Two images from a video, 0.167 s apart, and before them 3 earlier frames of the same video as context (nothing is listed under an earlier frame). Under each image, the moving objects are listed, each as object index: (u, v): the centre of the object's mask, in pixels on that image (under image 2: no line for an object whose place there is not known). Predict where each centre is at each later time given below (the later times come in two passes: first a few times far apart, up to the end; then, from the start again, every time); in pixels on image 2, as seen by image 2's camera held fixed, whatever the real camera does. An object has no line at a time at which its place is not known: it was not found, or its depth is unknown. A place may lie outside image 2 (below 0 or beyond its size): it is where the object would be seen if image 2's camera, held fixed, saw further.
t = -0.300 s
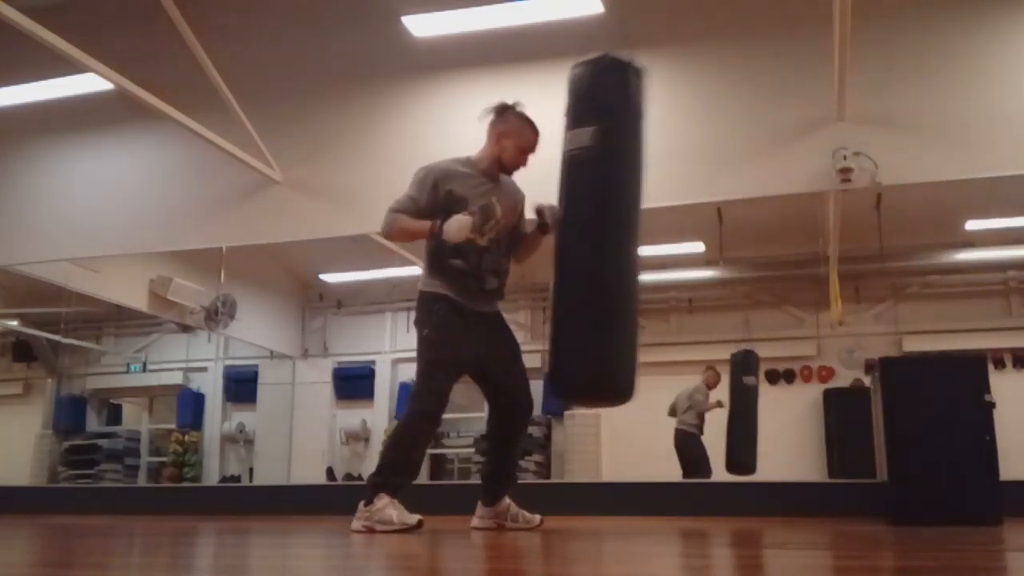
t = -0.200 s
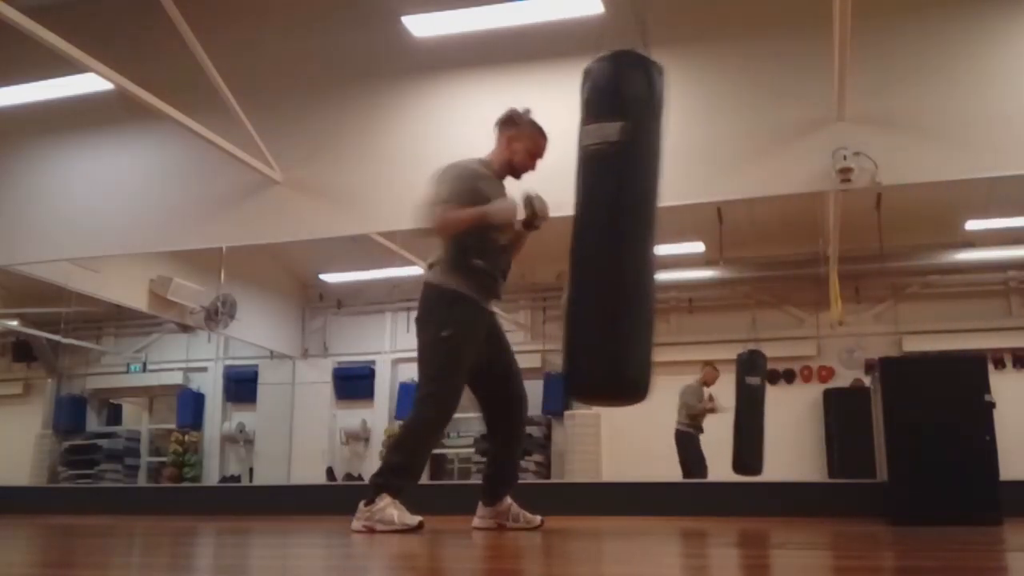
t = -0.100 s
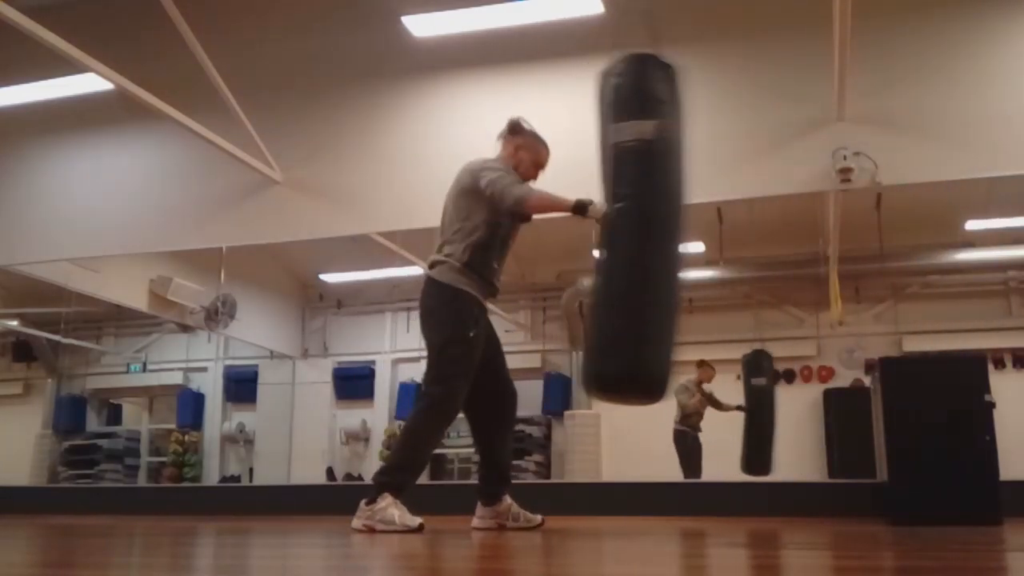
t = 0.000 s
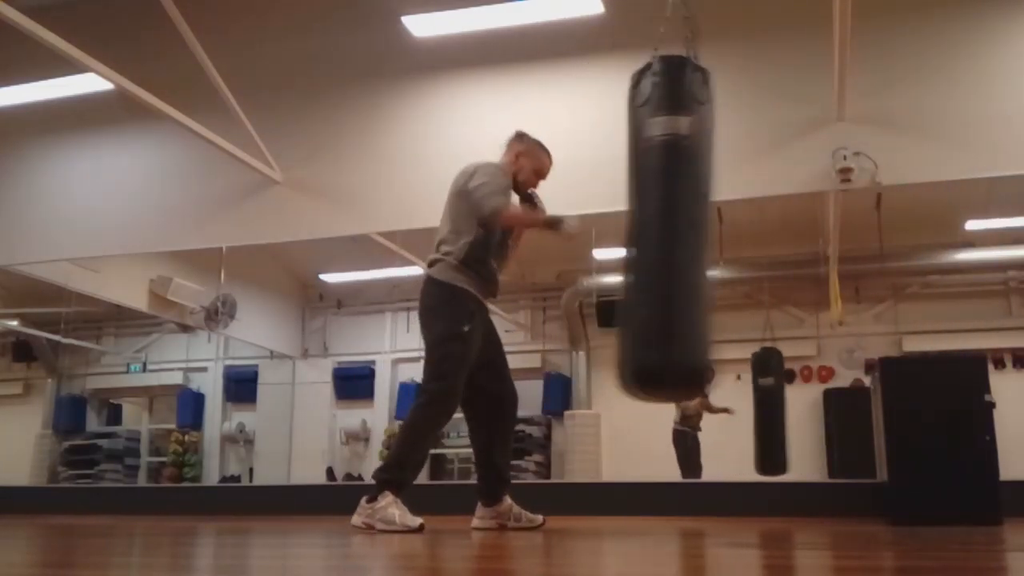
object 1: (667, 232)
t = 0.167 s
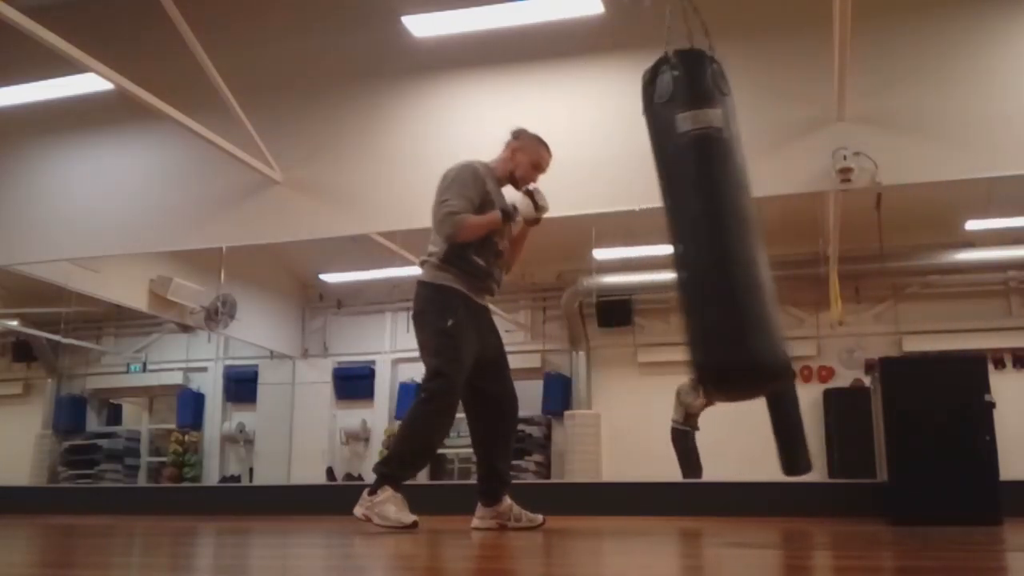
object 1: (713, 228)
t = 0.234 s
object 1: (730, 224)
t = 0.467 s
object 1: (796, 205)
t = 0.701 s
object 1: (837, 204)
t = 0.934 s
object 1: (844, 195)
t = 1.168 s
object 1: (835, 200)
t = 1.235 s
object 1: (826, 207)
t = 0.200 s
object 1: (721, 225)
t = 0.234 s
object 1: (730, 224)
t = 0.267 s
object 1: (740, 219)
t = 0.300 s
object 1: (749, 214)
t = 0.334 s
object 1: (757, 211)
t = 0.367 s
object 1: (766, 209)
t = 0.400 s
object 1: (777, 207)
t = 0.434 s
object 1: (786, 205)
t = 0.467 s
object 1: (796, 205)
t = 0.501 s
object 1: (804, 205)
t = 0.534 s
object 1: (812, 207)
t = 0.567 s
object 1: (819, 207)
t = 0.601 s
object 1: (825, 206)
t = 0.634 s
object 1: (829, 205)
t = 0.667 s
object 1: (833, 204)
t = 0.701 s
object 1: (837, 204)
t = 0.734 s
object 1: (840, 204)
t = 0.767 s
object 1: (843, 203)
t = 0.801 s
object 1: (844, 202)
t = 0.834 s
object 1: (845, 201)
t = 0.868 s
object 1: (845, 198)
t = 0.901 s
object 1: (845, 196)
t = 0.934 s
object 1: (844, 195)
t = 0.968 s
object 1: (844, 192)
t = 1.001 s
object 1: (843, 191)
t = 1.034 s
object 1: (843, 191)
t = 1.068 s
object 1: (842, 192)
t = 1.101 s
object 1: (839, 194)
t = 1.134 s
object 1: (838, 196)
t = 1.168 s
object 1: (835, 200)
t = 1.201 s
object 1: (830, 203)
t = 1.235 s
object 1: (826, 207)
